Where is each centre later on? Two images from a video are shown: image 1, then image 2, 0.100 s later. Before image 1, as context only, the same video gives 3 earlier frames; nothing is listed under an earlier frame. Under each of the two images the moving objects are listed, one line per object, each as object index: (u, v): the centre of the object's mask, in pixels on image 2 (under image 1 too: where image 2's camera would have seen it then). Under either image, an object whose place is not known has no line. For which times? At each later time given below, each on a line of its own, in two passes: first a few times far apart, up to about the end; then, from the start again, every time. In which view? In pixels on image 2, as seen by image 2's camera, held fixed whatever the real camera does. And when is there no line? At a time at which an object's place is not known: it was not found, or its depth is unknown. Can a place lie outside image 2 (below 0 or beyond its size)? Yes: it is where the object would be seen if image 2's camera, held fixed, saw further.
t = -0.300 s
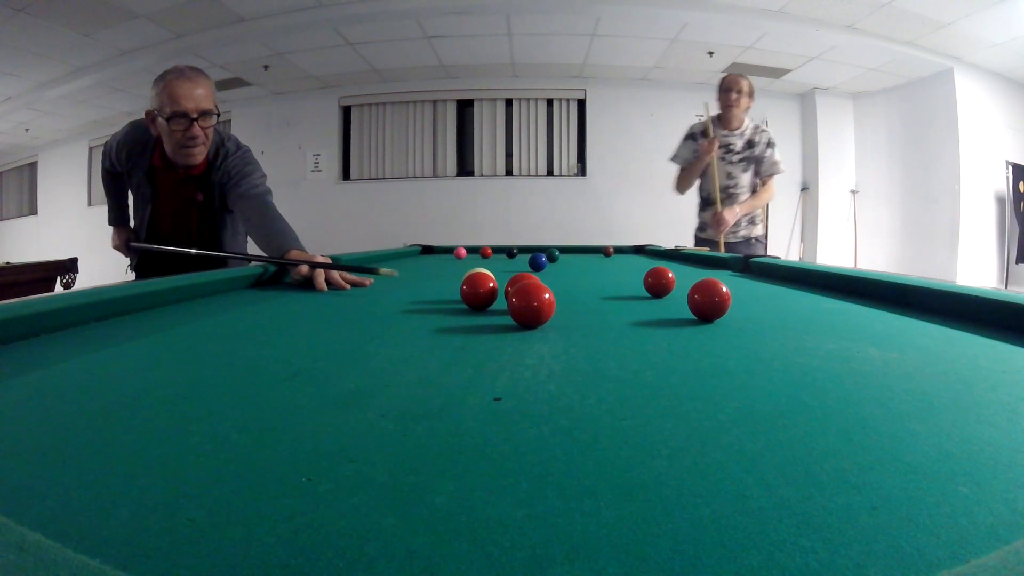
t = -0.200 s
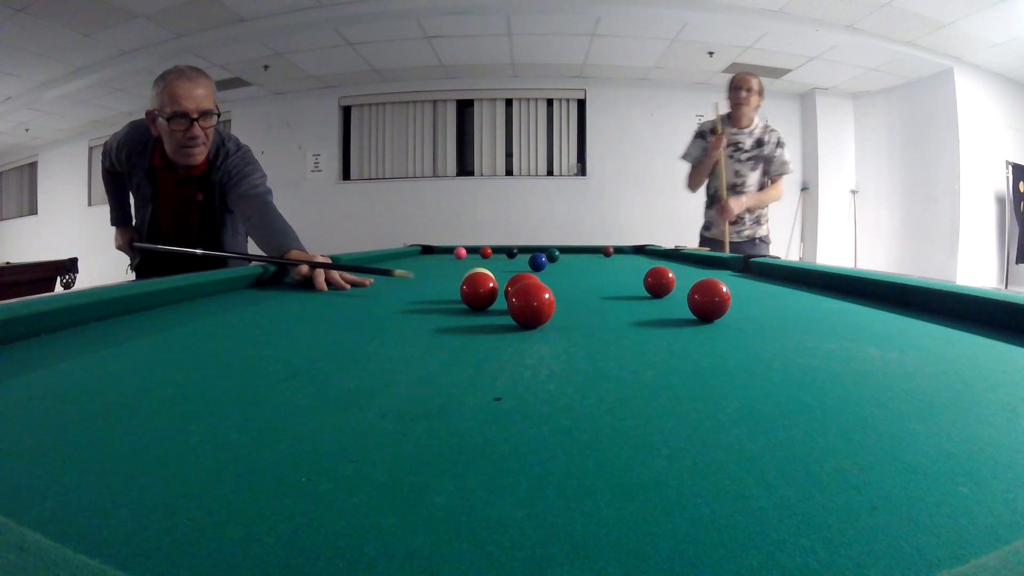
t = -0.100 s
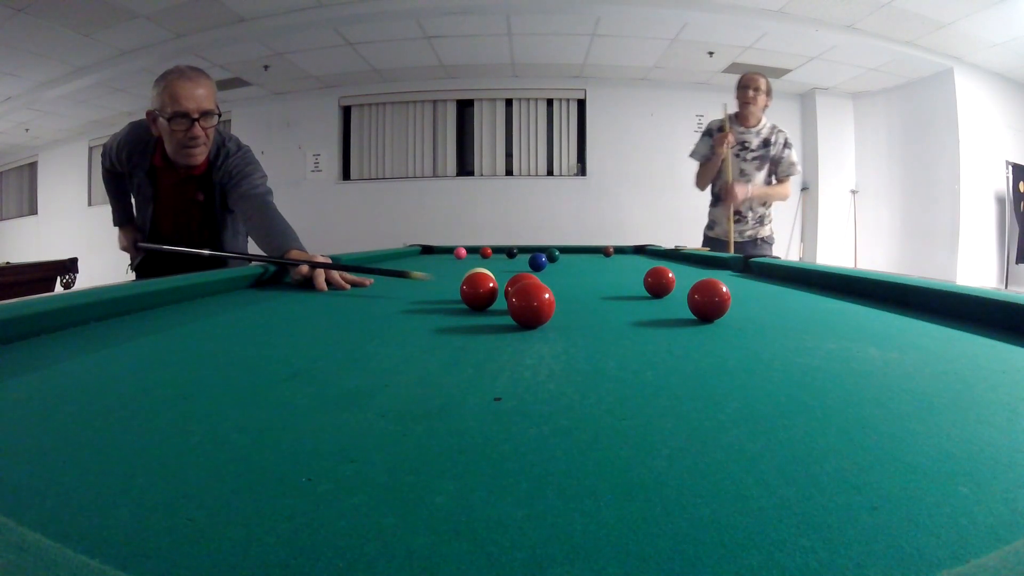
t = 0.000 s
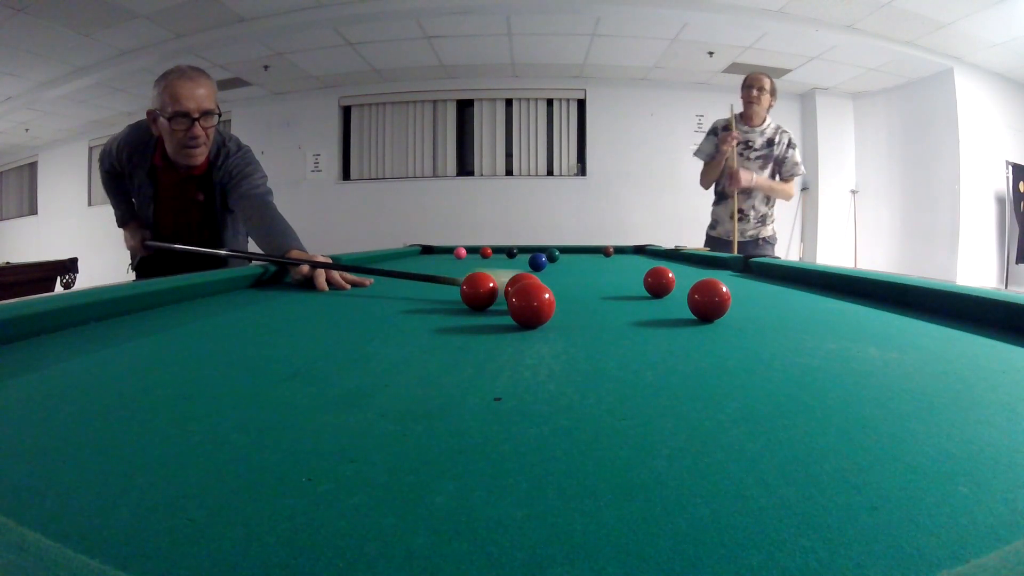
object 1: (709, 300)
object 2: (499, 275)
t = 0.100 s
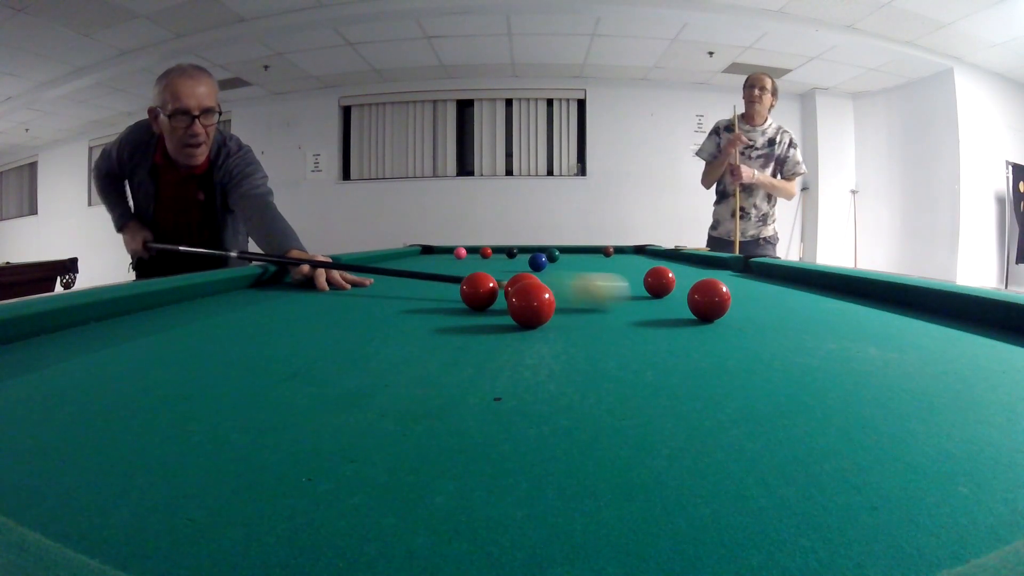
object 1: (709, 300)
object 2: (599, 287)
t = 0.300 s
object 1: (795, 307)
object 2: (706, 292)
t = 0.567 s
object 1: (965, 326)
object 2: (785, 289)
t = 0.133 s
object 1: (709, 300)
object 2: (623, 289)
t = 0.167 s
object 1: (709, 300)
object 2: (656, 285)
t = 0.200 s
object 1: (715, 299)
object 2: (676, 294)
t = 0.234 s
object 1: (746, 303)
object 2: (685, 293)
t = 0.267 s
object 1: (773, 304)
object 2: (695, 292)
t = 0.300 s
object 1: (795, 307)
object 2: (706, 292)
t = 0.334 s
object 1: (816, 309)
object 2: (717, 291)
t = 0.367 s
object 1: (836, 311)
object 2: (728, 291)
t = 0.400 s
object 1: (858, 313)
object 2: (738, 291)
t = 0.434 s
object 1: (879, 316)
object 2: (748, 291)
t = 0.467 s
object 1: (900, 318)
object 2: (758, 290)
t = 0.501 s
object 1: (921, 320)
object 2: (767, 290)
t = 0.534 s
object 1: (943, 322)
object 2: (776, 289)
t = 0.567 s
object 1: (965, 326)
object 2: (785, 289)
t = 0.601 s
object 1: (987, 328)
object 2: (793, 289)
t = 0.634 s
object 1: (1003, 331)
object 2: (801, 288)
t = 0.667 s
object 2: (809, 288)
